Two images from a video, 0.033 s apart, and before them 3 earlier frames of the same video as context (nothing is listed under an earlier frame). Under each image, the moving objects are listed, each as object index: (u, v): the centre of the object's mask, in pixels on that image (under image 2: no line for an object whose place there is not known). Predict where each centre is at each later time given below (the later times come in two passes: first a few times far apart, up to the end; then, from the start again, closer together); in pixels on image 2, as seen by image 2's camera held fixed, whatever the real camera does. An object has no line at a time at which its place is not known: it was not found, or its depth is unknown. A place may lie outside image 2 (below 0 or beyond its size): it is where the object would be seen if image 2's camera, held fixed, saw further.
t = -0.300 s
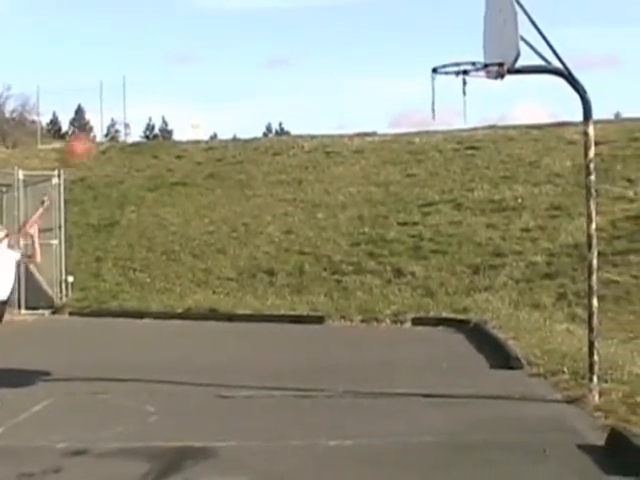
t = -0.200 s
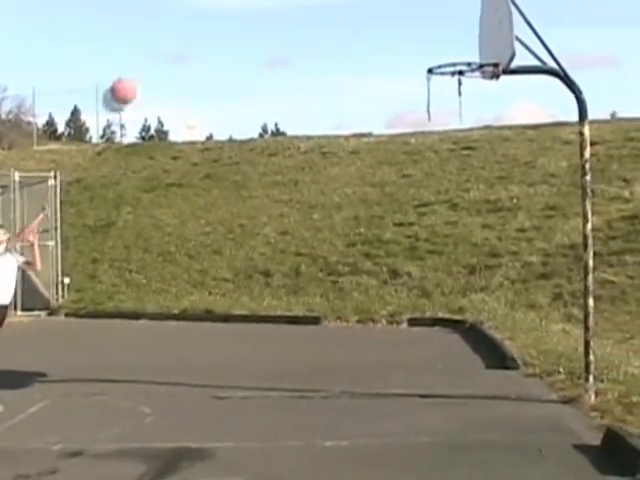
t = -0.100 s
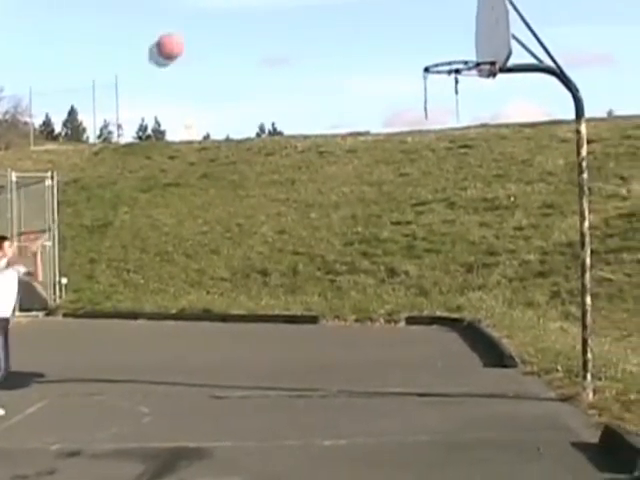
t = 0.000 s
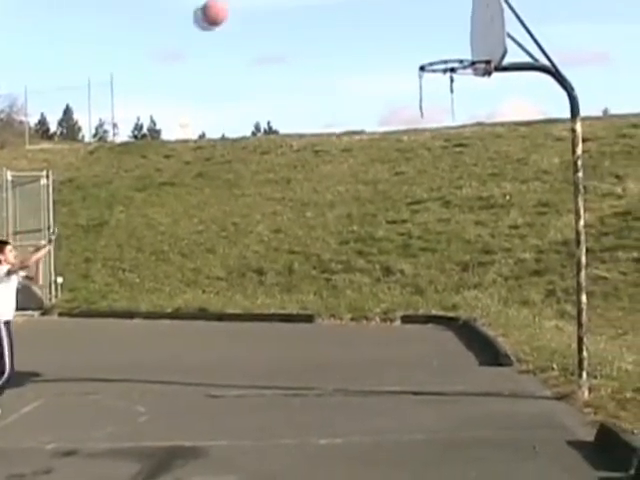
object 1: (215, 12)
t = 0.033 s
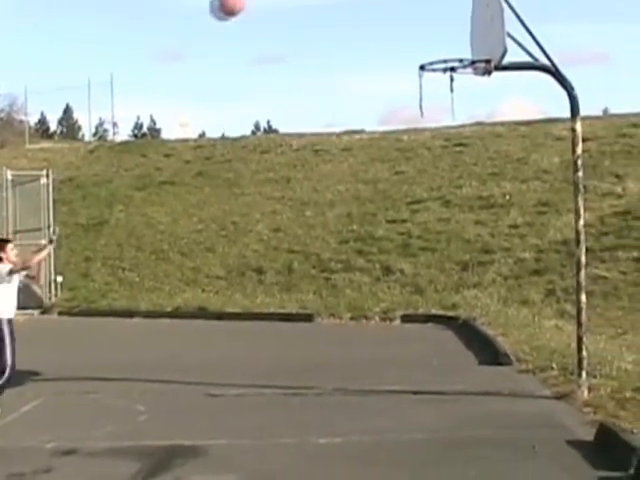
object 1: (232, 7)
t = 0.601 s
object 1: (464, 35)
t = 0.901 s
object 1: (365, 185)
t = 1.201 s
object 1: (273, 389)
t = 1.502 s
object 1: (176, 231)
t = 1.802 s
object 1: (81, 178)
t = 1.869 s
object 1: (63, 181)
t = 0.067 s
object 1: (248, 4)
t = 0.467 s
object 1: (449, 3)
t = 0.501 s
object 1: (462, 8)
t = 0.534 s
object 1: (479, 18)
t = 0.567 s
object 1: (473, 27)
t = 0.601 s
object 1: (464, 35)
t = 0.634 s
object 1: (451, 46)
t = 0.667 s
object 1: (442, 57)
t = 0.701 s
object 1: (429, 73)
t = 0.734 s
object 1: (419, 87)
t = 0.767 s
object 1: (407, 102)
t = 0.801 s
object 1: (397, 121)
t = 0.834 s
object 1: (385, 144)
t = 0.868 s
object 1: (377, 164)
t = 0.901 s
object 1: (365, 185)
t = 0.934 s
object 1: (353, 208)
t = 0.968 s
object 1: (343, 231)
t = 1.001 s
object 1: (332, 257)
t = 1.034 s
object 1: (323, 284)
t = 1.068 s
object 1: (313, 313)
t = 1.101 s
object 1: (301, 341)
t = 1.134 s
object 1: (293, 371)
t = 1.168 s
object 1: (283, 402)
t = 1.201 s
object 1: (273, 389)
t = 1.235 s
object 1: (261, 366)
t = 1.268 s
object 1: (252, 346)
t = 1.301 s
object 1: (241, 325)
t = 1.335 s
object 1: (231, 304)
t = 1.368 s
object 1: (219, 287)
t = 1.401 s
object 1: (207, 271)
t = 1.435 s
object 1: (195, 256)
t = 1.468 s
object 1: (187, 243)
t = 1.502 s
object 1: (176, 231)
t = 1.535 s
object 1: (166, 220)
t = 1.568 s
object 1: (154, 210)
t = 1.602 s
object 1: (145, 203)
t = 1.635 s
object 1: (135, 195)
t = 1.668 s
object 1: (123, 189)
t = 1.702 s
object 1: (112, 183)
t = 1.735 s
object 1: (102, 180)
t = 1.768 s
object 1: (91, 179)
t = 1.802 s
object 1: (81, 178)
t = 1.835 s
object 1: (73, 179)
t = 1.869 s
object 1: (63, 181)
